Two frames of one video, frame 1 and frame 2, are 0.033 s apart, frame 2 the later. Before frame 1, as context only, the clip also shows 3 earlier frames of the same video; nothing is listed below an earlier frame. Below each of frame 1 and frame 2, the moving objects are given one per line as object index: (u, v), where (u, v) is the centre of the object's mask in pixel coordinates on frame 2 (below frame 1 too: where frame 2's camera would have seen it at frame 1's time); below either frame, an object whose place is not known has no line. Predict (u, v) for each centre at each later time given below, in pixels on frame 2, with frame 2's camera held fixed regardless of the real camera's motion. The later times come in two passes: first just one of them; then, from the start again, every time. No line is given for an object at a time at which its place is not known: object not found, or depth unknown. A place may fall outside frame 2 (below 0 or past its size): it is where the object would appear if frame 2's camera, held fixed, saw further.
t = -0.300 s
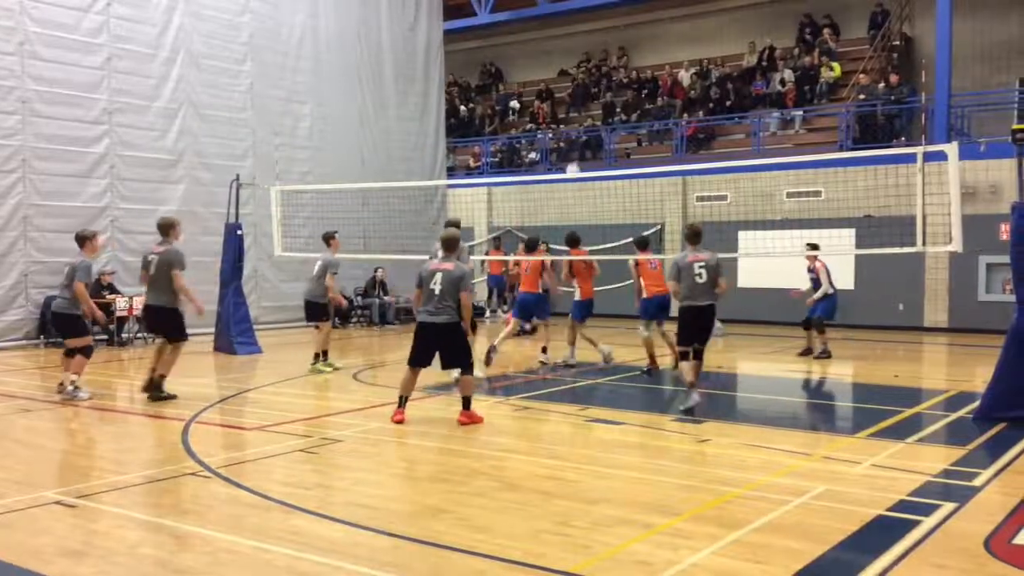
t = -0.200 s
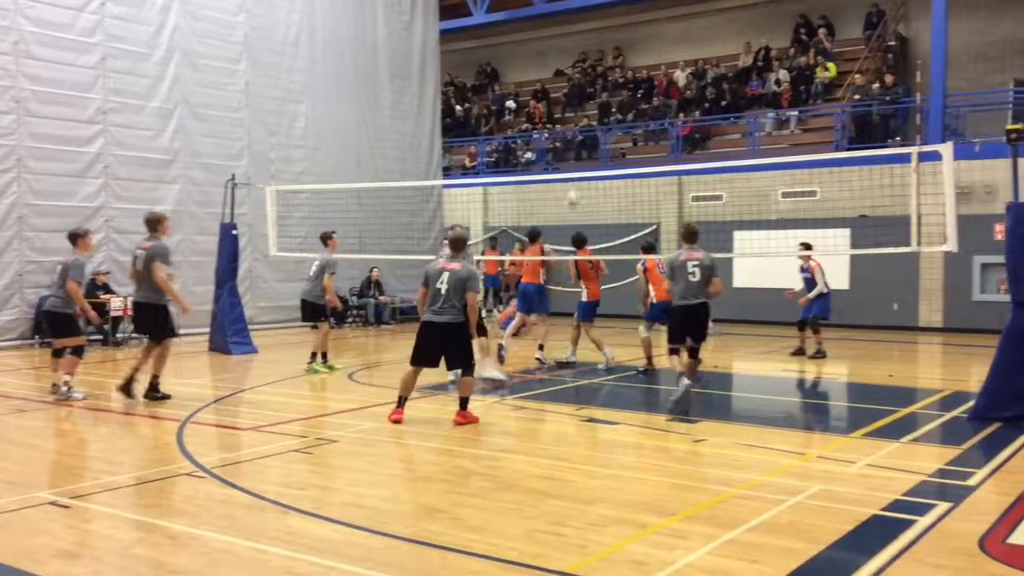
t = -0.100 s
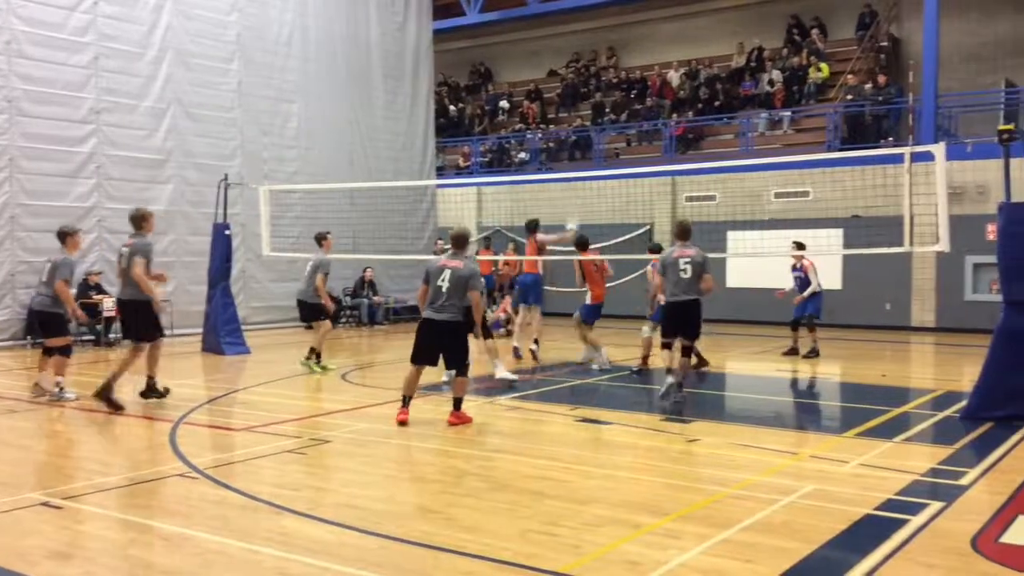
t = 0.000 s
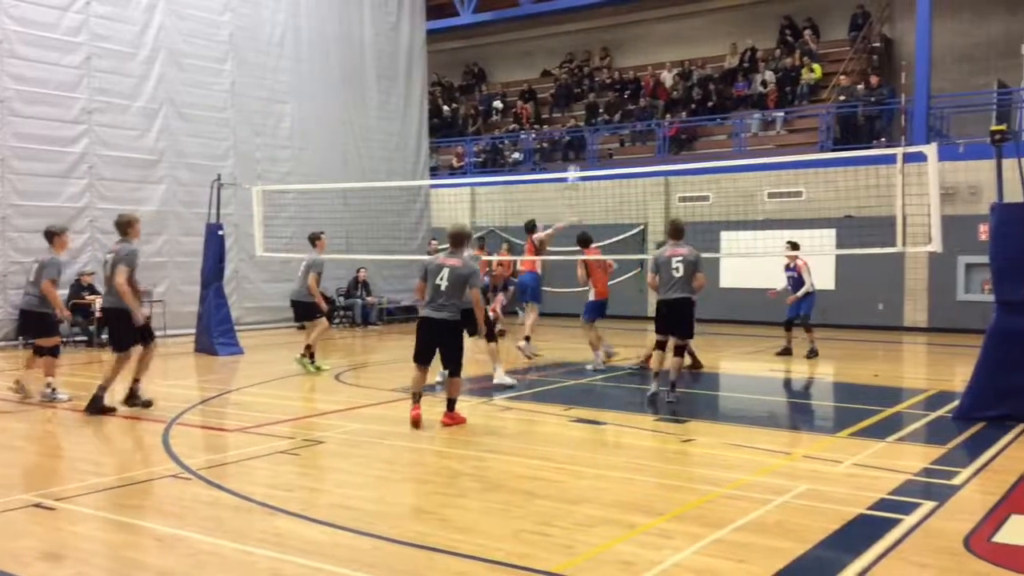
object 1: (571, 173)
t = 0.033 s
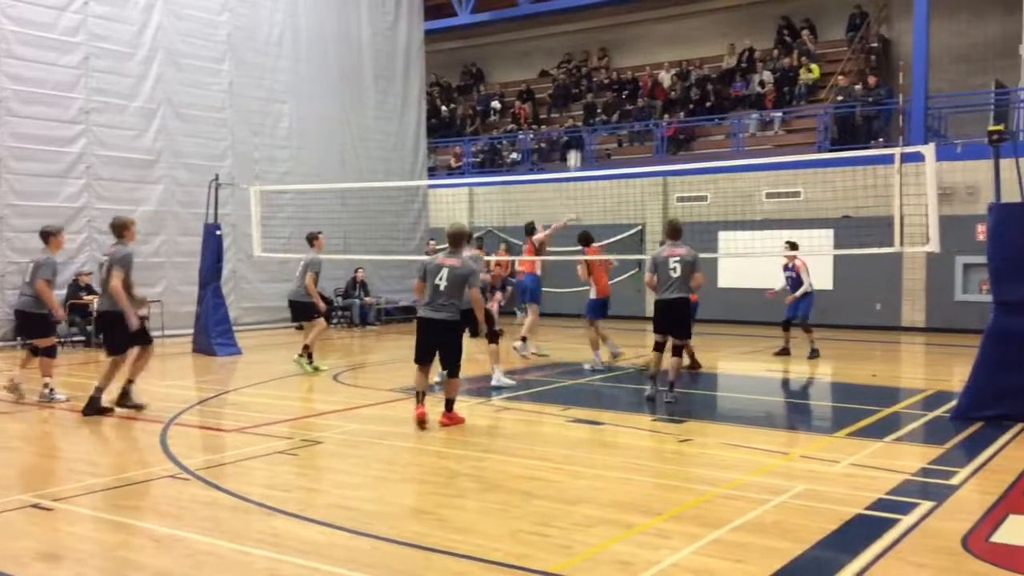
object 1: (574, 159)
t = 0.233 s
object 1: (589, 82)
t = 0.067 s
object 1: (576, 147)
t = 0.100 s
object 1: (579, 132)
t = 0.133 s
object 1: (581, 117)
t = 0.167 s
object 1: (583, 106)
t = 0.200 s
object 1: (586, 93)
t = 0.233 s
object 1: (589, 82)
